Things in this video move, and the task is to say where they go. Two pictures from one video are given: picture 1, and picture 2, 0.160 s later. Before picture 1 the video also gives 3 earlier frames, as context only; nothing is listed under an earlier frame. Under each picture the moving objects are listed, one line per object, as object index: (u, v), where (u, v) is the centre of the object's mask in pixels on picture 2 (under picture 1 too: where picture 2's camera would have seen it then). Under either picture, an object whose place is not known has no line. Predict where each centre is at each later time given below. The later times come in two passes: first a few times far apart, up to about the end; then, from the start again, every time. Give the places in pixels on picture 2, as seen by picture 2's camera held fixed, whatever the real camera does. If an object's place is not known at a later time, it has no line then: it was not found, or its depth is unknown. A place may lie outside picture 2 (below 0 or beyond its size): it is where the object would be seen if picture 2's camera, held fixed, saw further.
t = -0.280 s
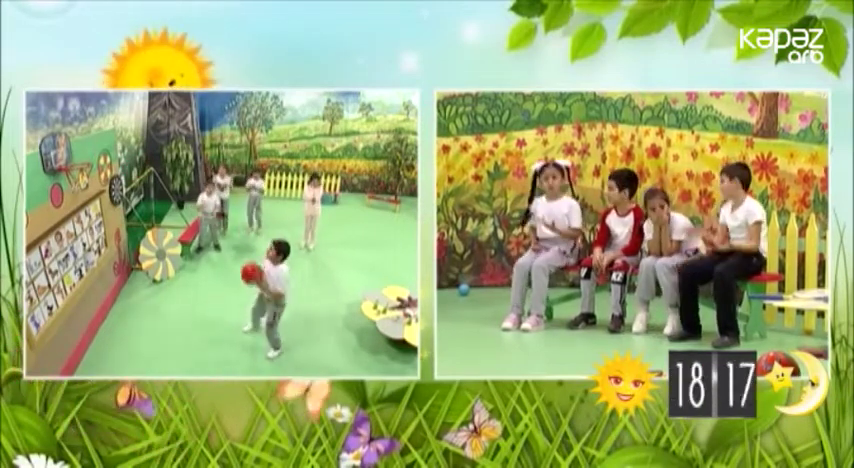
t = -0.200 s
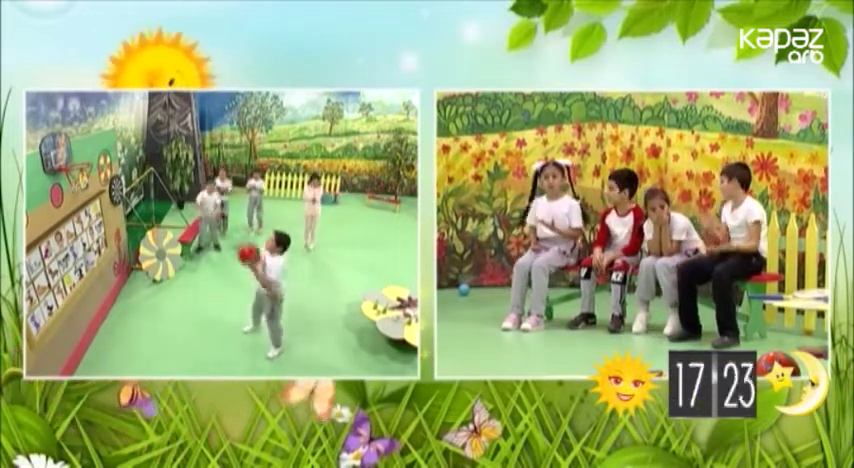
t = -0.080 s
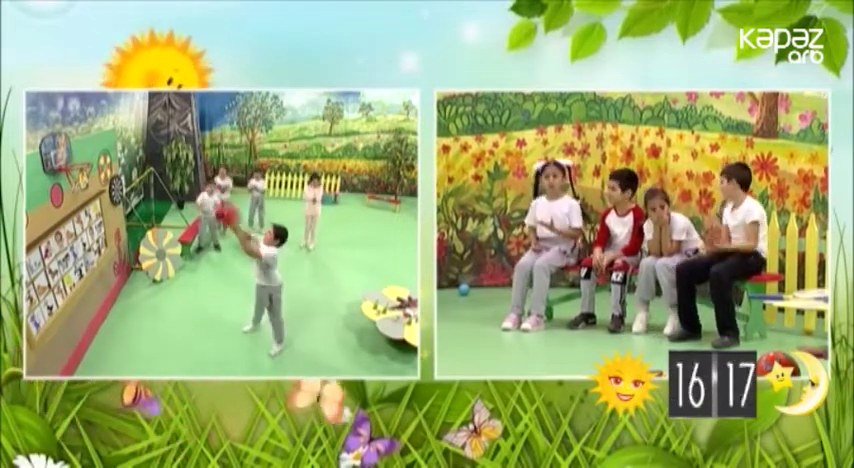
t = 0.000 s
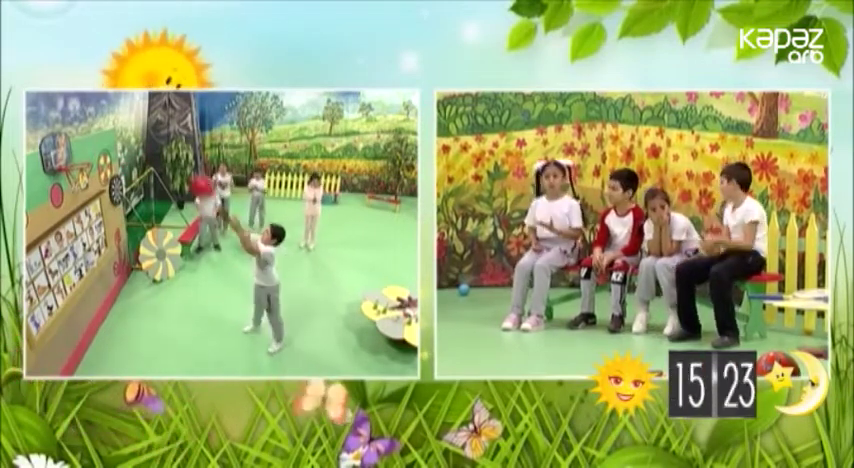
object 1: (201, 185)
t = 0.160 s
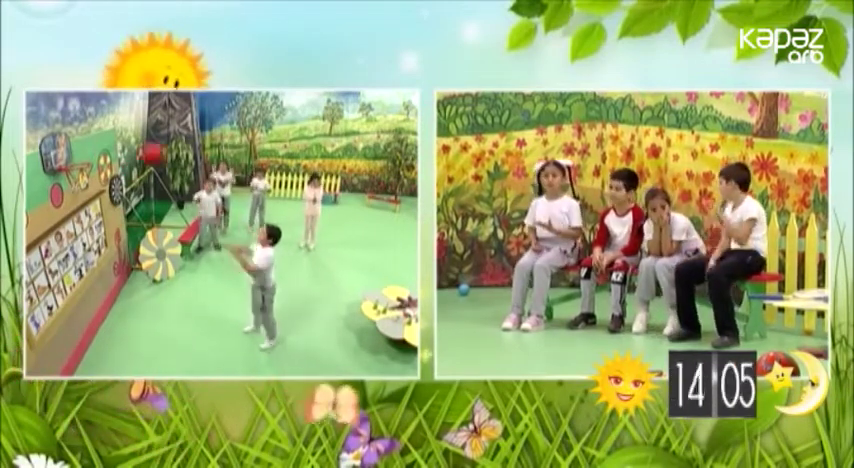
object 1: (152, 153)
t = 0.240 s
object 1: (130, 148)
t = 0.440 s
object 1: (84, 164)
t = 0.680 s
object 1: (126, 211)
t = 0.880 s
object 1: (163, 280)
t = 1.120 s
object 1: (195, 275)
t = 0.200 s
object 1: (142, 149)
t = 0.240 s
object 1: (130, 148)
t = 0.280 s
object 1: (121, 149)
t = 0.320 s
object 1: (110, 150)
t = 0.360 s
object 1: (100, 154)
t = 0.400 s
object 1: (92, 158)
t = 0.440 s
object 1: (84, 164)
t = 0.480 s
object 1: (85, 169)
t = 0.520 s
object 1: (95, 176)
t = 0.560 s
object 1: (101, 184)
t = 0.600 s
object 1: (111, 192)
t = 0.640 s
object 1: (117, 202)
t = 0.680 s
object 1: (126, 211)
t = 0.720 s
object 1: (134, 226)
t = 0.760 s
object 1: (142, 237)
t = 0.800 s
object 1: (149, 251)
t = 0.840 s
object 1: (156, 265)
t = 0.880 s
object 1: (163, 280)
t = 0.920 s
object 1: (171, 294)
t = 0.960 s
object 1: (178, 307)
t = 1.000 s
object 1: (182, 302)
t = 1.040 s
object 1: (186, 292)
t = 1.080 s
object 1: (191, 283)
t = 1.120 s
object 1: (195, 275)
